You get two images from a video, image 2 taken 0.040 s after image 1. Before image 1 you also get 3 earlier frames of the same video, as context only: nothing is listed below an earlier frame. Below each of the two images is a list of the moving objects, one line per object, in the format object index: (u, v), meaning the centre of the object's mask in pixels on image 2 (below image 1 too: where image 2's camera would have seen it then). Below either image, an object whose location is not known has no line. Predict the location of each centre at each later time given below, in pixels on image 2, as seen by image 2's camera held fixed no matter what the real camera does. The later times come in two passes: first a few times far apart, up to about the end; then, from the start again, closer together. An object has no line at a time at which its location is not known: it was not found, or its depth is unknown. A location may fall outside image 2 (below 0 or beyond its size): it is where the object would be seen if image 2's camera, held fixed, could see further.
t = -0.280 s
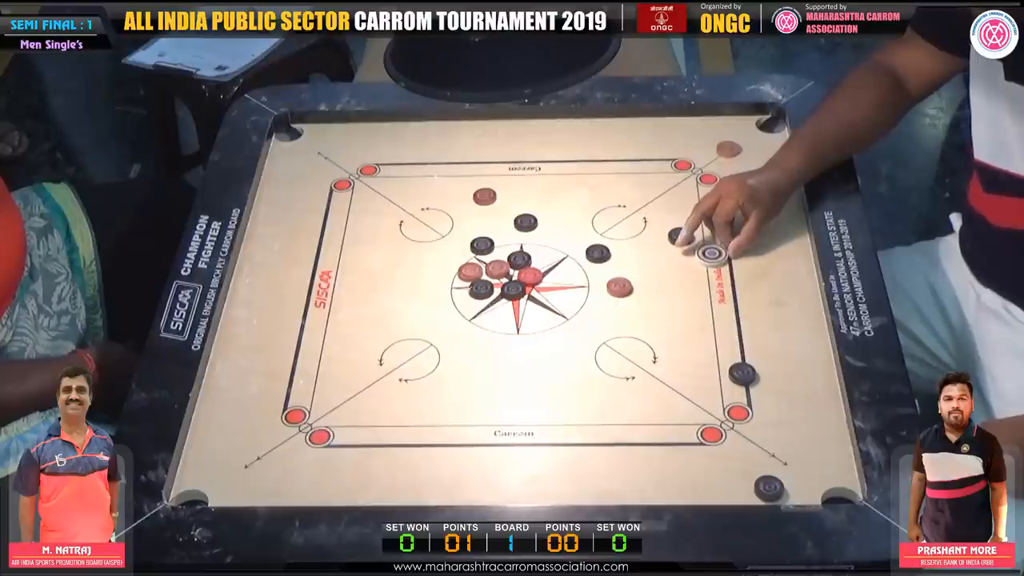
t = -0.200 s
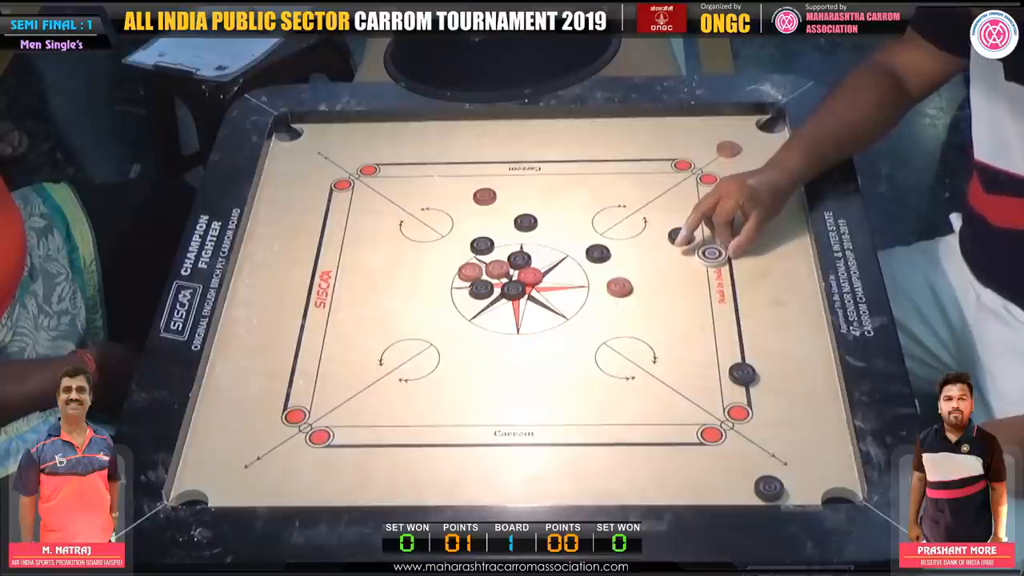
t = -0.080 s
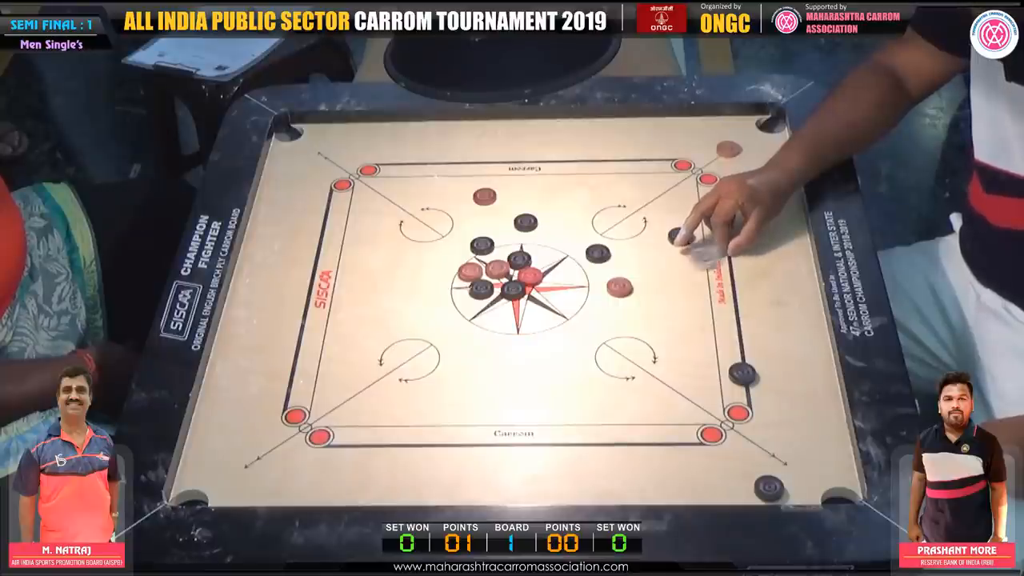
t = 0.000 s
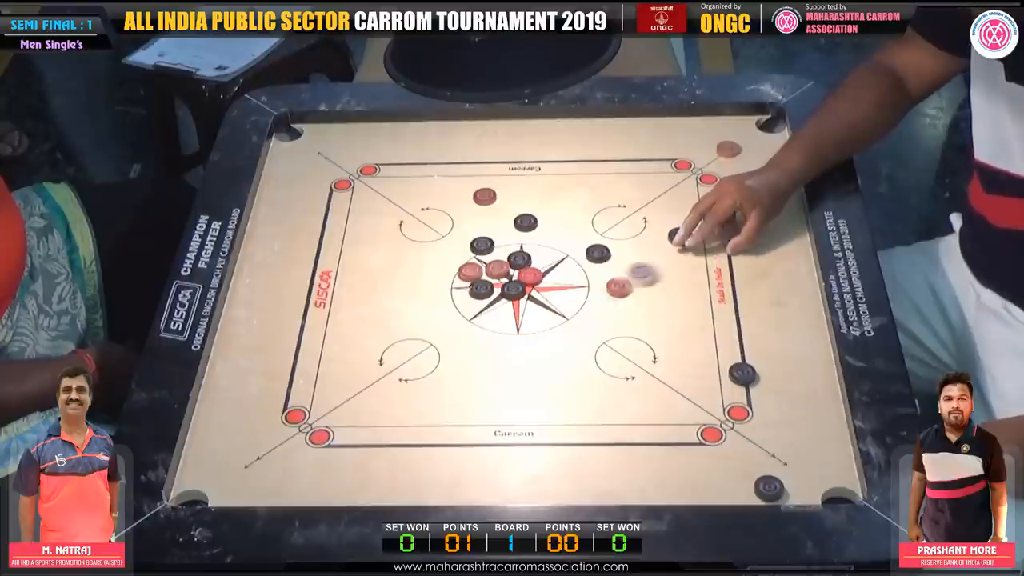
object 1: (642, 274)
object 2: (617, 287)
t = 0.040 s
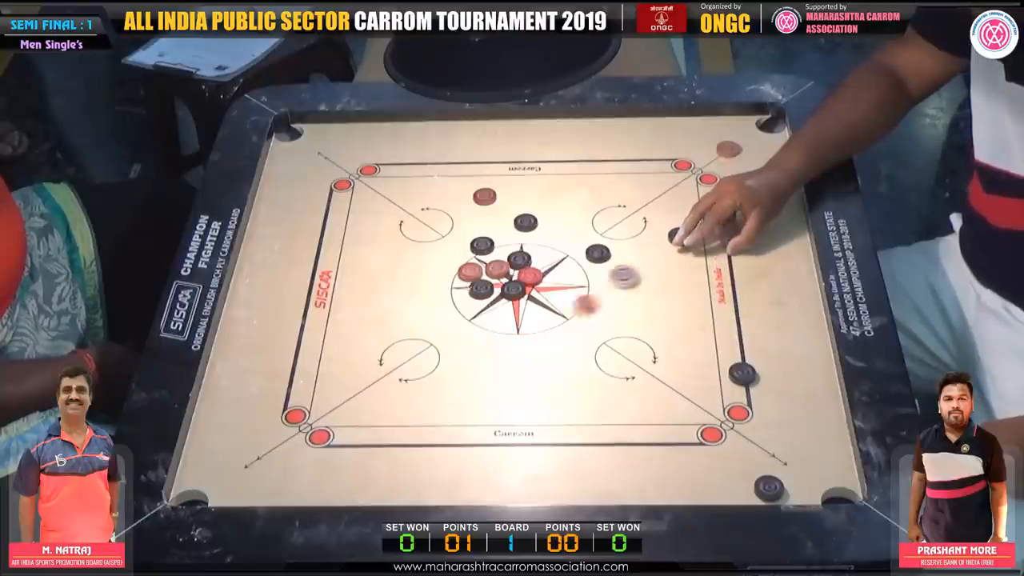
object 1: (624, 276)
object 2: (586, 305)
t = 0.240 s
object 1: (555, 284)
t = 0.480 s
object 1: (541, 289)
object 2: (281, 457)
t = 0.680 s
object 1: (541, 288)
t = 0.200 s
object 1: (566, 283)
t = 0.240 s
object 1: (555, 284)
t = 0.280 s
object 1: (550, 286)
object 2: (401, 397)
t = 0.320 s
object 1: (546, 287)
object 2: (375, 410)
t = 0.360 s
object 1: (543, 288)
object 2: (349, 422)
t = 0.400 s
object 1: (541, 288)
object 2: (325, 434)
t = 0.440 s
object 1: (541, 289)
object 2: (302, 447)
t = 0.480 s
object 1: (541, 289)
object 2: (281, 457)
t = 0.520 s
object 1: (541, 289)
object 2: (263, 465)
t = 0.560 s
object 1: (541, 288)
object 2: (245, 474)
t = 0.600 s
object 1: (541, 289)
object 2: (229, 482)
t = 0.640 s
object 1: (541, 288)
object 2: (217, 488)
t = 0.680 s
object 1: (541, 288)
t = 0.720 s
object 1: (541, 288)
